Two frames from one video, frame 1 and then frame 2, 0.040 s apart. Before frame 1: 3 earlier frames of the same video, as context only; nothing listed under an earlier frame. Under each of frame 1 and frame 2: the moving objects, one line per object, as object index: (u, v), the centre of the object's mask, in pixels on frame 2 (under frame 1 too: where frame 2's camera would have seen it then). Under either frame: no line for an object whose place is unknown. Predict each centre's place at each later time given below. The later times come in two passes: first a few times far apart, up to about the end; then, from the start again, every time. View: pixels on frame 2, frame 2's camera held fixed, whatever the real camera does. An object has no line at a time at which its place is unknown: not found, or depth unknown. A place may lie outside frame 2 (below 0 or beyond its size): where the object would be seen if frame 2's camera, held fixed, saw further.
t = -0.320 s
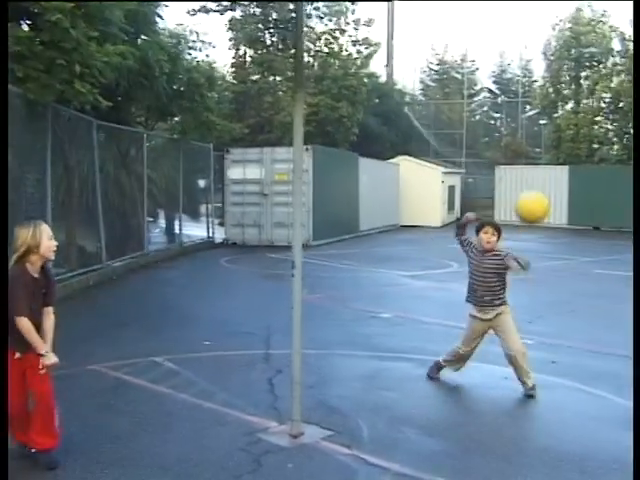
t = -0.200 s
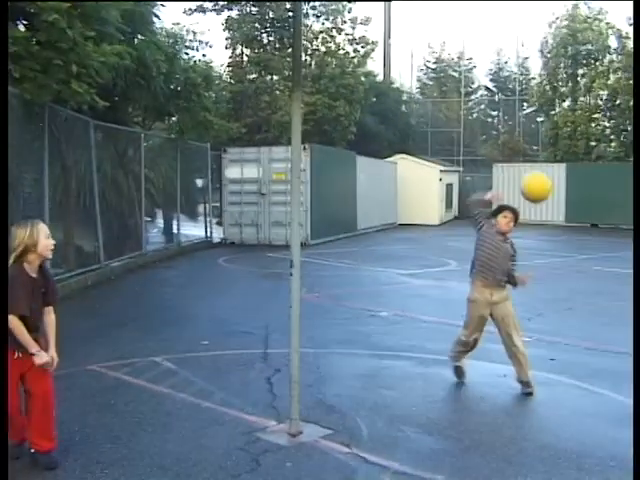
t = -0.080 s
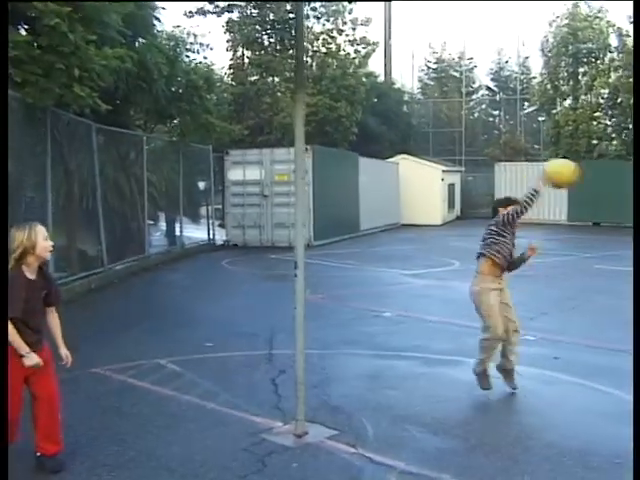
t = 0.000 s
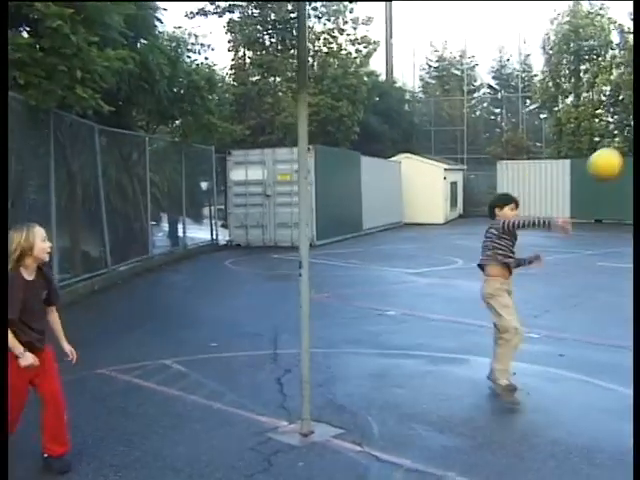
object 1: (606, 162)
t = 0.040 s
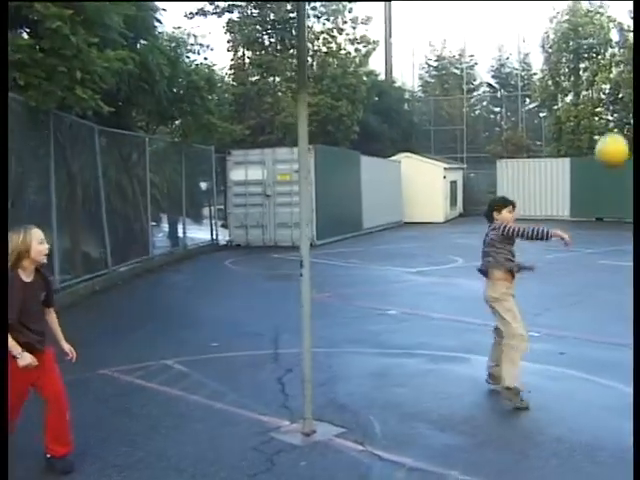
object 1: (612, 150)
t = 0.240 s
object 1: (618, 88)
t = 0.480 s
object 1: (593, 79)
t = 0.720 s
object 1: (300, 118)
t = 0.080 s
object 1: (614, 138)
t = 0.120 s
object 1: (615, 124)
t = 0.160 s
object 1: (616, 111)
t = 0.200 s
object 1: (618, 98)
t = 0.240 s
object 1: (618, 88)
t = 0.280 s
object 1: (620, 81)
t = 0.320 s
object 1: (619, 79)
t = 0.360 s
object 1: (617, 78)
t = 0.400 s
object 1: (614, 77)
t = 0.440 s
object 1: (611, 78)
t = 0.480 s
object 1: (593, 79)
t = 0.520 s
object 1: (562, 83)
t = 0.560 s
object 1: (510, 86)
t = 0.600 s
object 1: (454, 91)
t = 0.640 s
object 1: (400, 96)
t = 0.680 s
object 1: (350, 104)
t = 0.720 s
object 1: (300, 118)
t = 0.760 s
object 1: (251, 137)
